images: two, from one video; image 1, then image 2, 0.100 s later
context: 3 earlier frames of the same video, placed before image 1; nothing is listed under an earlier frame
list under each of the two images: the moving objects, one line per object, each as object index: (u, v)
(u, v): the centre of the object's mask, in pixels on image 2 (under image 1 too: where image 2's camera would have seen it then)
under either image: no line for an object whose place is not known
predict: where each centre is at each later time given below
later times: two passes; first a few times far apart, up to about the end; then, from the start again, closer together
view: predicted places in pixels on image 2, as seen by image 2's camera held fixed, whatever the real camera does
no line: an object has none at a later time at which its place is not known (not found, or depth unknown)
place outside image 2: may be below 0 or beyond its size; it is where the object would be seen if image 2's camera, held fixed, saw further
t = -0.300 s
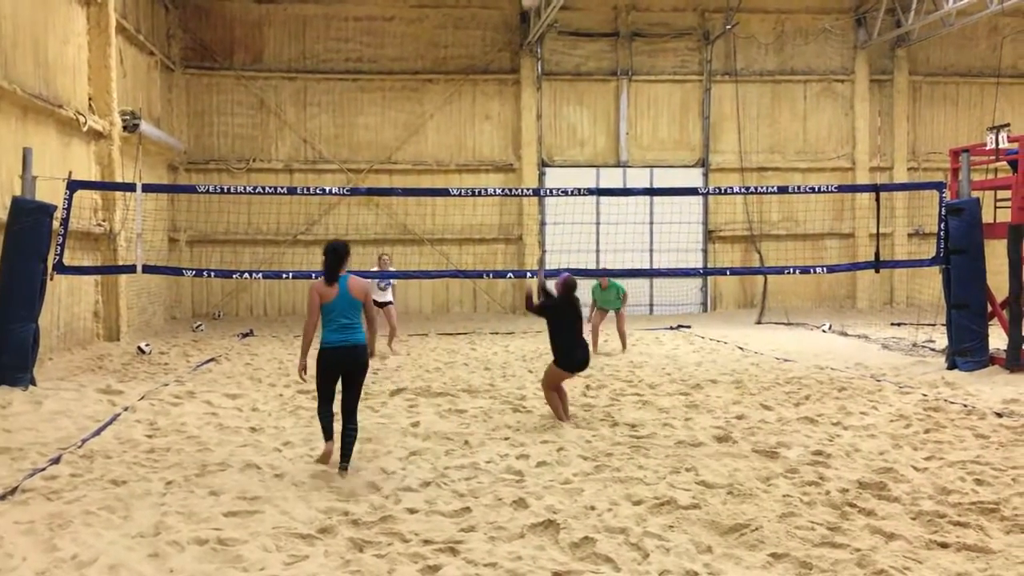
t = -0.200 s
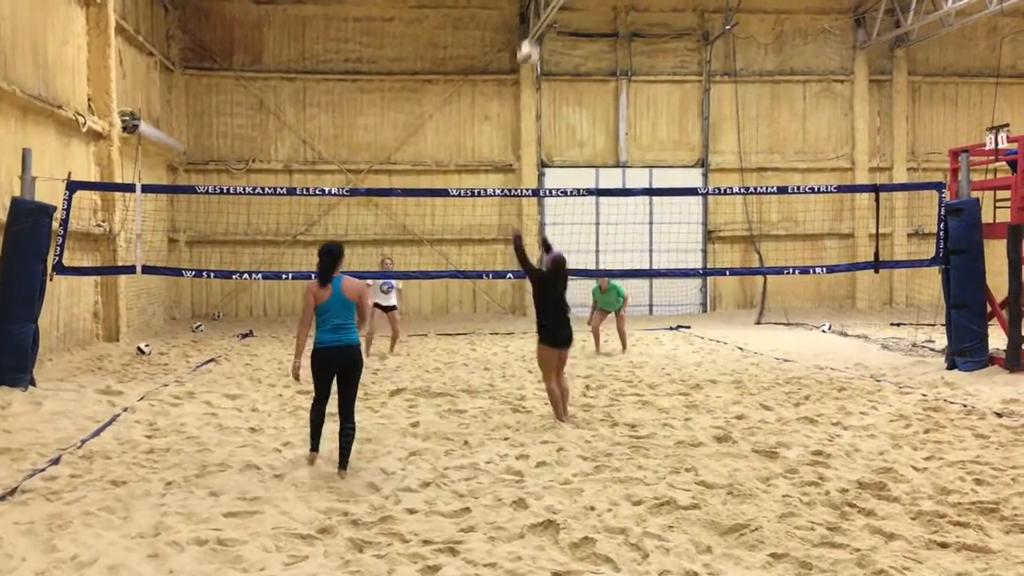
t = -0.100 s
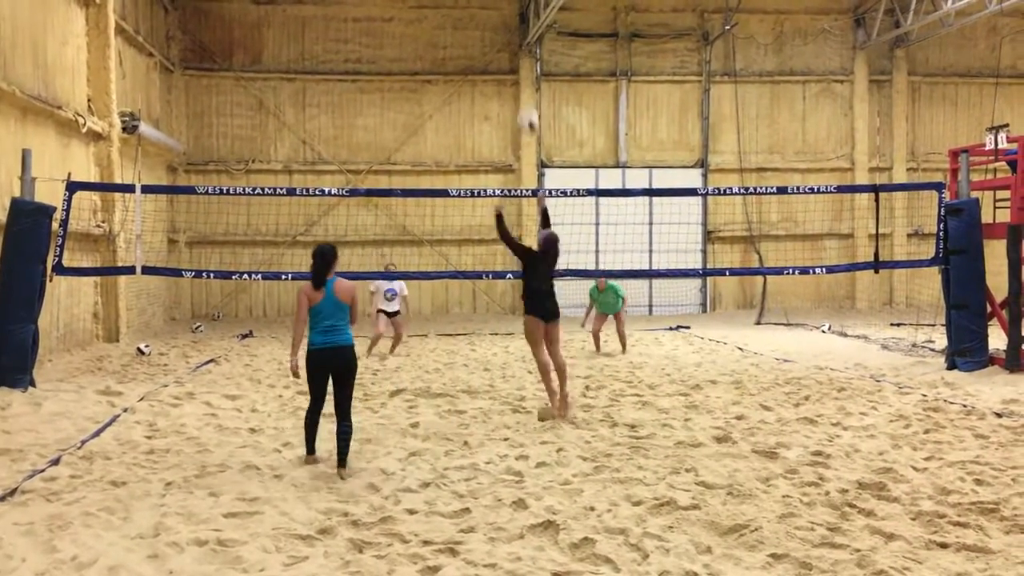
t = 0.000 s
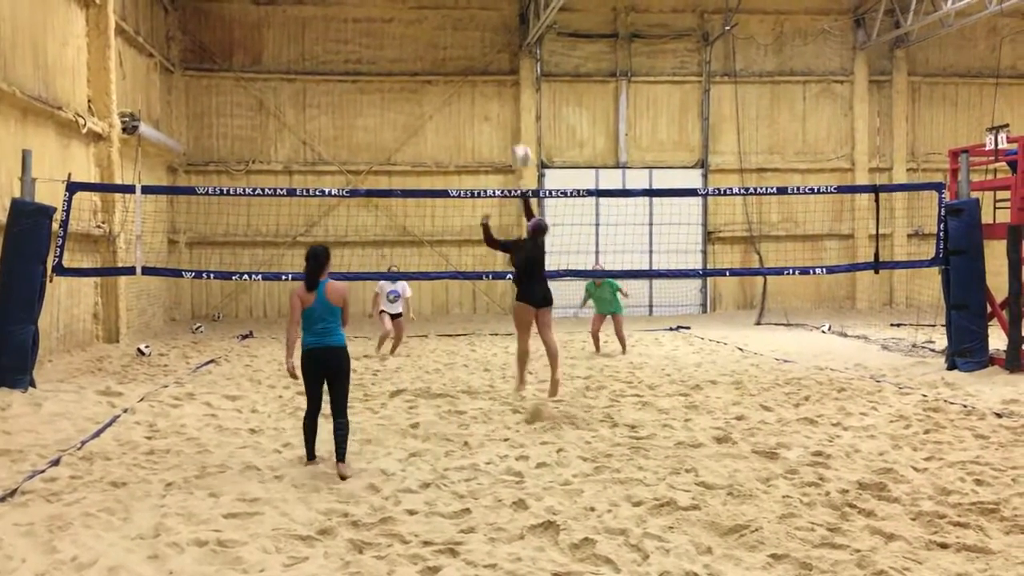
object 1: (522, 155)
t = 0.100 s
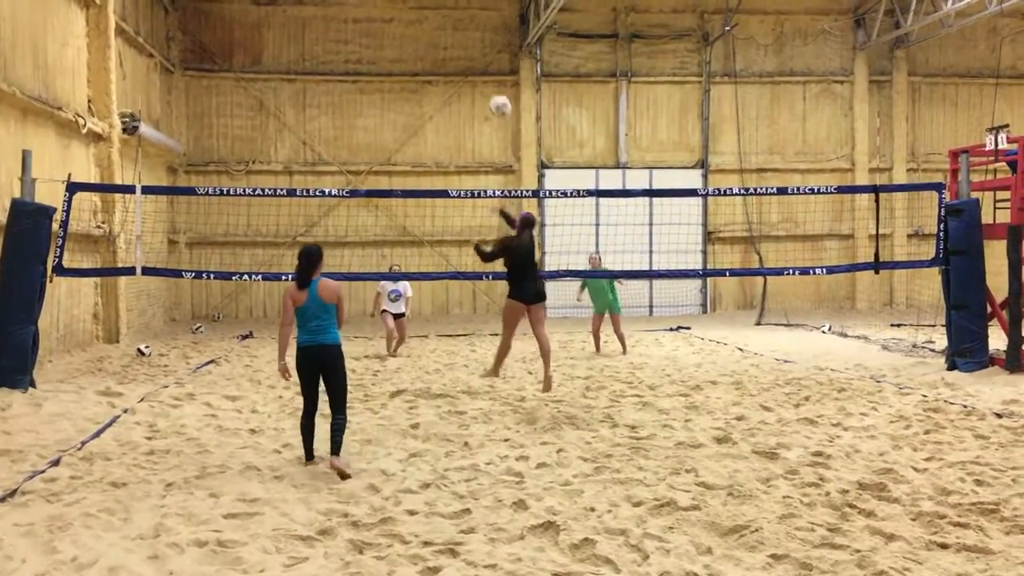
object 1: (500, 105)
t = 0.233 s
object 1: (476, 60)
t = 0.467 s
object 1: (445, 30)
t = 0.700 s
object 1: (421, 43)
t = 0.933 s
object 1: (402, 89)
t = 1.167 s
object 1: (385, 158)
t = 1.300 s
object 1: (379, 206)
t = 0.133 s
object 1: (494, 91)
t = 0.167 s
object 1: (487, 79)
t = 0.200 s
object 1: (481, 68)
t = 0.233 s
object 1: (476, 60)
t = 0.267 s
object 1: (471, 53)
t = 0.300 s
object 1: (466, 46)
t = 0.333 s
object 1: (462, 41)
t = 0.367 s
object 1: (457, 36)
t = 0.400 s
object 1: (454, 32)
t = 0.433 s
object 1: (449, 30)
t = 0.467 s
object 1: (445, 30)
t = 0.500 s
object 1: (442, 29)
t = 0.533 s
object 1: (438, 29)
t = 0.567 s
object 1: (434, 31)
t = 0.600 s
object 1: (431, 33)
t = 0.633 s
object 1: (428, 36)
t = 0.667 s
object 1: (424, 39)
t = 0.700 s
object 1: (421, 43)
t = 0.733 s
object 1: (418, 48)
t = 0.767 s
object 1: (415, 54)
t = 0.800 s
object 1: (412, 59)
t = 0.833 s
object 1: (410, 67)
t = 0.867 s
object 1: (407, 73)
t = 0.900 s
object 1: (404, 81)
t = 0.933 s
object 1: (402, 89)
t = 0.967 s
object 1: (400, 98)
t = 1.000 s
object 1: (397, 107)
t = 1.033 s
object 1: (393, 117)
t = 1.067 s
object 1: (392, 126)
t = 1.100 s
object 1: (389, 137)
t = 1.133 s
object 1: (388, 148)
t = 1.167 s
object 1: (385, 158)
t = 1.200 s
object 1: (384, 170)
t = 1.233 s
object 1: (382, 181)
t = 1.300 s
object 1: (379, 206)
